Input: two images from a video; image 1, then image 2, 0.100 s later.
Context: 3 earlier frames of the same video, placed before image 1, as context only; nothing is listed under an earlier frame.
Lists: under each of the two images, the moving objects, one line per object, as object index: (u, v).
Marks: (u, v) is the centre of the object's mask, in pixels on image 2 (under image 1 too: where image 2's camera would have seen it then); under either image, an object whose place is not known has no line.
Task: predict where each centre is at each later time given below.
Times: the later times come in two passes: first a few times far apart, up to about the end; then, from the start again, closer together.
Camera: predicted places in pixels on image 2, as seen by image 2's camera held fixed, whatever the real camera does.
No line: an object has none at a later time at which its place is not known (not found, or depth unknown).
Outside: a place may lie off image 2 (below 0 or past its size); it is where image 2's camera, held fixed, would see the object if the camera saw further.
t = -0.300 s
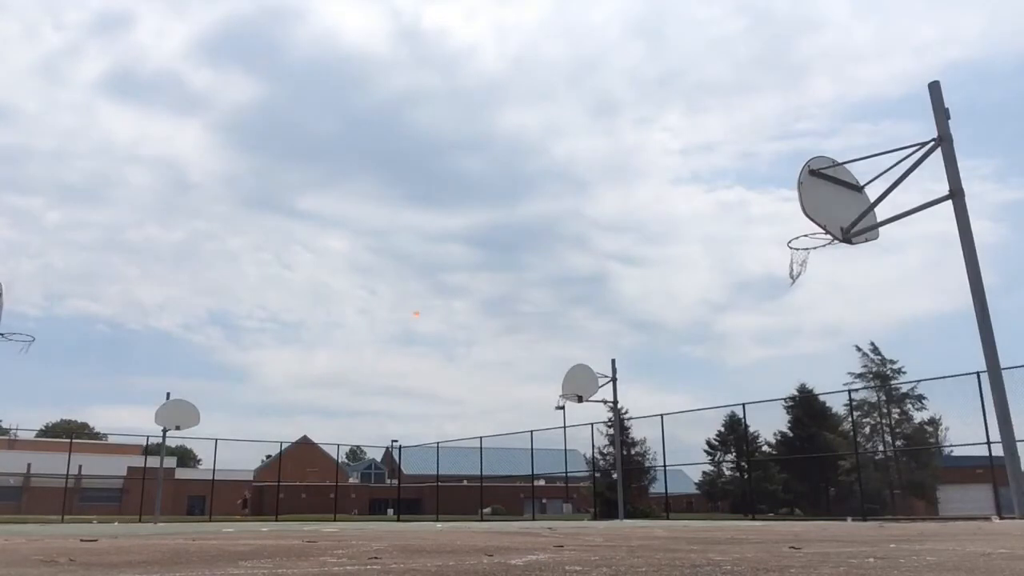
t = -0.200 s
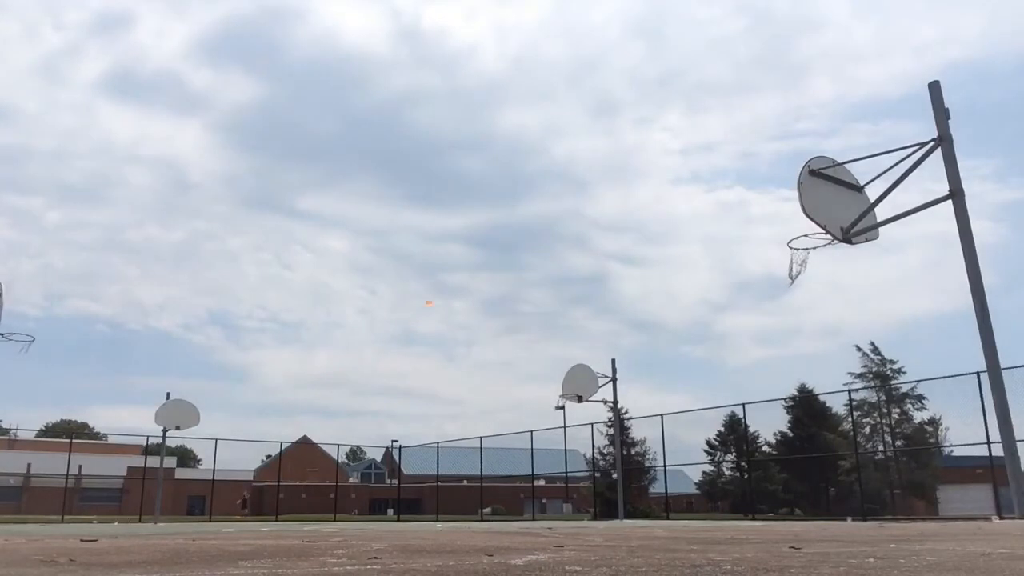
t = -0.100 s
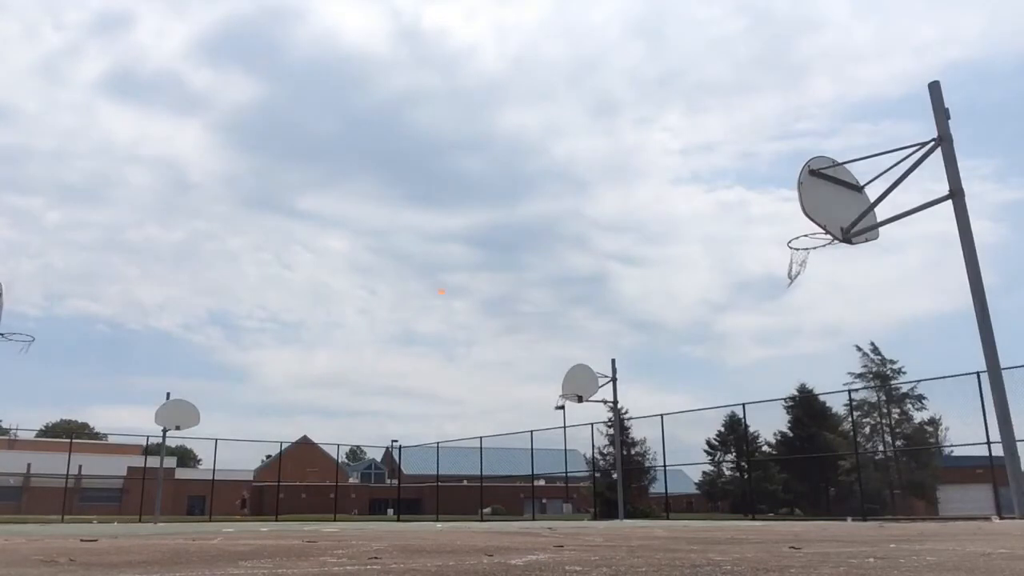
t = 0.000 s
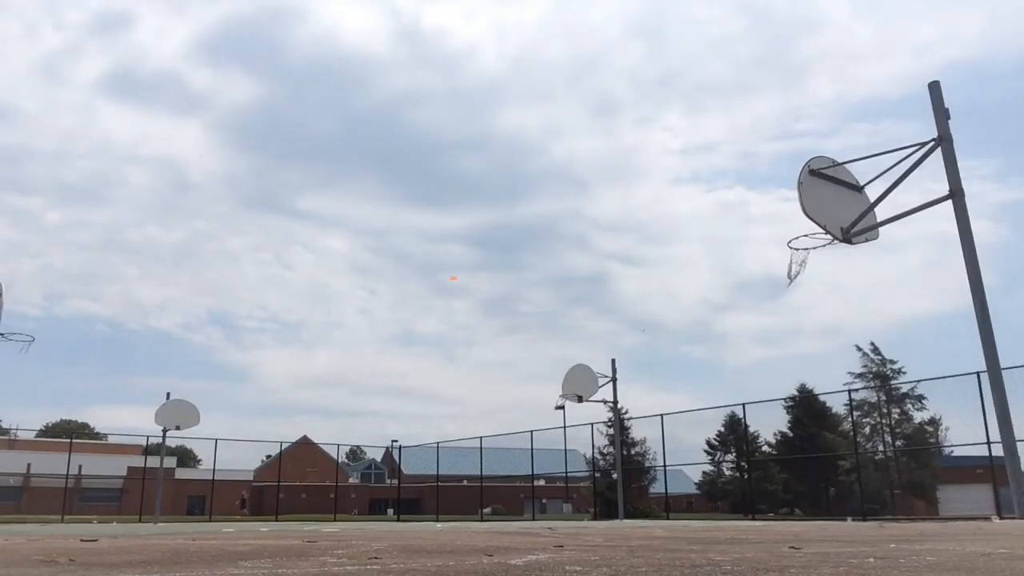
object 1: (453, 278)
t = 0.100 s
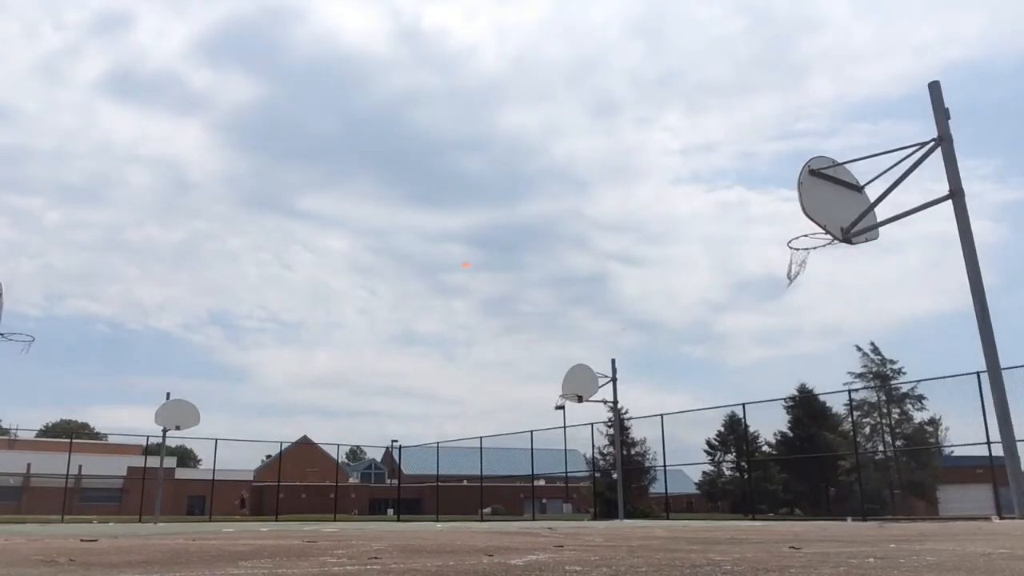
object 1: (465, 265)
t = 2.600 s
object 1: (685, 177)
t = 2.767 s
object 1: (696, 184)
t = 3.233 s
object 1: (732, 189)
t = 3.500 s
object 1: (755, 202)
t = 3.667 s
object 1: (773, 214)
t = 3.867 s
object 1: (799, 232)
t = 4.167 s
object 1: (835, 253)
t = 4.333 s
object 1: (845, 287)
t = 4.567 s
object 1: (866, 353)
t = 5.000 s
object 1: (944, 498)
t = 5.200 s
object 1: (962, 506)
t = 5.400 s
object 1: (966, 510)
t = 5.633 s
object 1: (968, 516)
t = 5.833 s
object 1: (976, 517)
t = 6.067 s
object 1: (987, 519)
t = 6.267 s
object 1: (986, 519)
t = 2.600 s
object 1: (685, 177)
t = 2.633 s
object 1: (687, 179)
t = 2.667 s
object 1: (689, 181)
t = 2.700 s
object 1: (691, 182)
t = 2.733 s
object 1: (694, 183)
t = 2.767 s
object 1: (696, 184)
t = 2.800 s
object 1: (699, 185)
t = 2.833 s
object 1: (701, 185)
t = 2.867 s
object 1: (703, 185)
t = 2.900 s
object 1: (706, 186)
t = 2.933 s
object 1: (708, 186)
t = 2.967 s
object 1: (711, 186)
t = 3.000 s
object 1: (713, 187)
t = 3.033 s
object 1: (716, 187)
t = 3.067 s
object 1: (718, 187)
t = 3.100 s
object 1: (721, 187)
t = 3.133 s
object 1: (724, 188)
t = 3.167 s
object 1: (726, 188)
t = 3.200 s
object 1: (729, 188)
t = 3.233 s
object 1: (732, 189)
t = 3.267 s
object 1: (735, 190)
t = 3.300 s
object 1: (737, 191)
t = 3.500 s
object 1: (755, 202)
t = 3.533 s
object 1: (758, 204)
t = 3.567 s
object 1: (762, 207)
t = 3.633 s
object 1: (769, 212)
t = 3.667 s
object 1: (773, 214)
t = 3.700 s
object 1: (777, 217)
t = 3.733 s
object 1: (781, 220)
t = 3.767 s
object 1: (785, 223)
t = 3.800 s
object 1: (790, 225)
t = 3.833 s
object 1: (794, 228)
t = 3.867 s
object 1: (799, 232)
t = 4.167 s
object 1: (835, 253)
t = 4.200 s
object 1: (837, 259)
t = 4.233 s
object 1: (839, 265)
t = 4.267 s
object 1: (841, 271)
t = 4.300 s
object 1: (843, 279)
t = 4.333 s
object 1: (845, 287)
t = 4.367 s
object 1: (847, 295)
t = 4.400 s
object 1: (850, 304)
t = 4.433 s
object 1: (853, 313)
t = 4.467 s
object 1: (856, 323)
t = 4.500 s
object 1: (858, 333)
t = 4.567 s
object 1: (866, 353)
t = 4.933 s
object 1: (929, 475)
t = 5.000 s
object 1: (944, 498)
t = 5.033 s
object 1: (952, 510)
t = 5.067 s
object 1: (959, 519)
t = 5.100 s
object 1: (961, 515)
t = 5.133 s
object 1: (962, 511)
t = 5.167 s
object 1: (962, 508)
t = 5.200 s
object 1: (962, 506)
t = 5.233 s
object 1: (963, 505)
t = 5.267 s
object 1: (963, 505)
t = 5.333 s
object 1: (964, 506)
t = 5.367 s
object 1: (965, 507)
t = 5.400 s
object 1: (966, 510)
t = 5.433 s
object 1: (967, 513)
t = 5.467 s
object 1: (968, 516)
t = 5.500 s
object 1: (967, 518)
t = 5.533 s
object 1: (967, 517)
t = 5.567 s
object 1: (967, 516)
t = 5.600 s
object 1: (968, 516)
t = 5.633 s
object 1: (968, 516)
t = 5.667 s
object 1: (969, 517)
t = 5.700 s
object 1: (969, 518)
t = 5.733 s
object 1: (970, 518)
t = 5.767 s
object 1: (972, 517)
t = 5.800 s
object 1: (974, 517)
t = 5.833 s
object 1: (976, 517)
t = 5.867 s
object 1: (978, 518)
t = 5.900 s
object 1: (981, 518)
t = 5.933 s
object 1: (983, 518)
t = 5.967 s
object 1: (984, 517)
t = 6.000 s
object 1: (985, 518)
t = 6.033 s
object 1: (986, 518)
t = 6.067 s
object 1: (987, 519)
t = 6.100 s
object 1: (987, 519)
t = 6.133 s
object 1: (987, 519)
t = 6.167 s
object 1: (987, 518)
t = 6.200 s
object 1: (987, 518)
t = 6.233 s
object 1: (986, 518)
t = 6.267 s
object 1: (986, 519)
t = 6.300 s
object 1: (986, 519)
